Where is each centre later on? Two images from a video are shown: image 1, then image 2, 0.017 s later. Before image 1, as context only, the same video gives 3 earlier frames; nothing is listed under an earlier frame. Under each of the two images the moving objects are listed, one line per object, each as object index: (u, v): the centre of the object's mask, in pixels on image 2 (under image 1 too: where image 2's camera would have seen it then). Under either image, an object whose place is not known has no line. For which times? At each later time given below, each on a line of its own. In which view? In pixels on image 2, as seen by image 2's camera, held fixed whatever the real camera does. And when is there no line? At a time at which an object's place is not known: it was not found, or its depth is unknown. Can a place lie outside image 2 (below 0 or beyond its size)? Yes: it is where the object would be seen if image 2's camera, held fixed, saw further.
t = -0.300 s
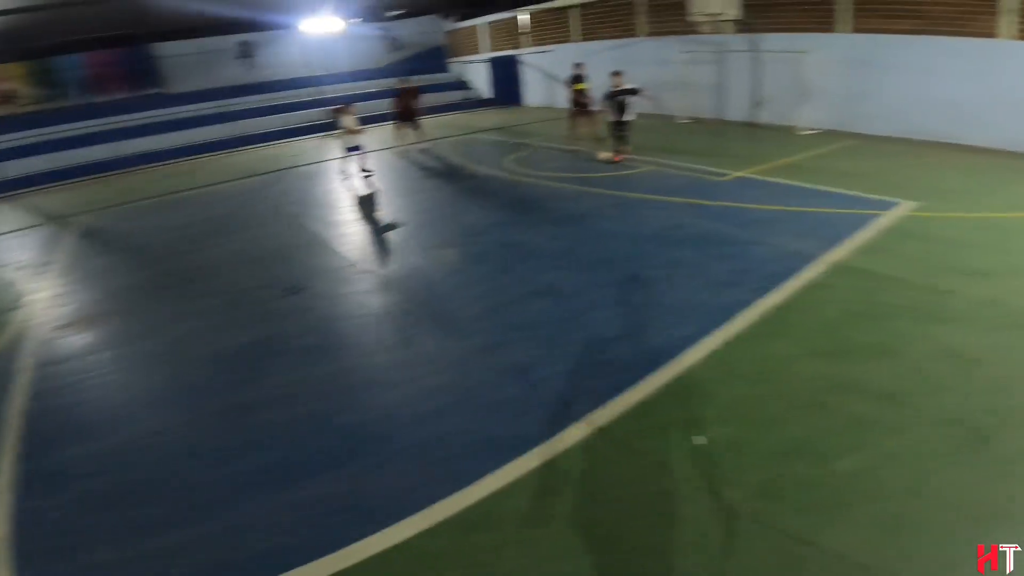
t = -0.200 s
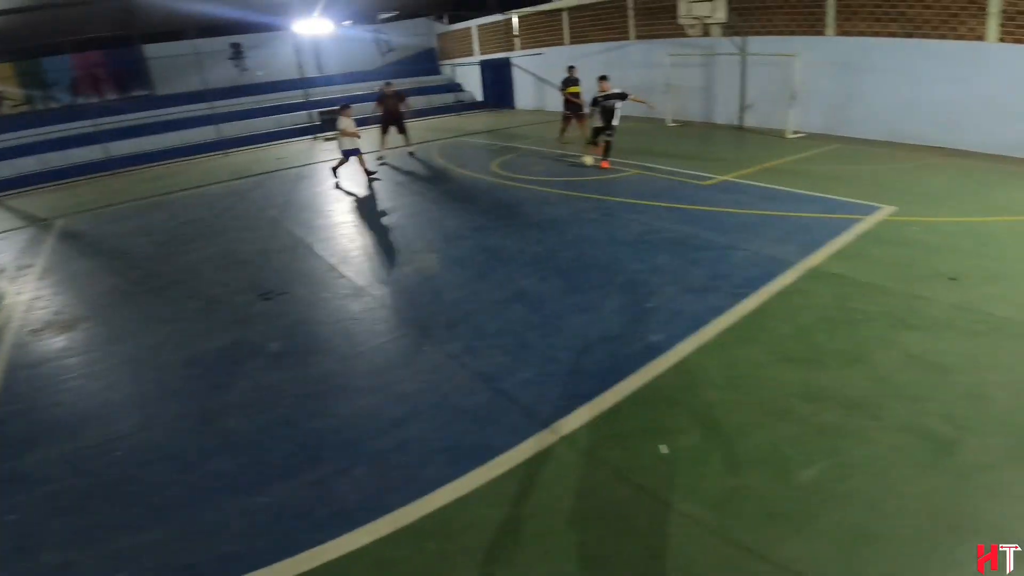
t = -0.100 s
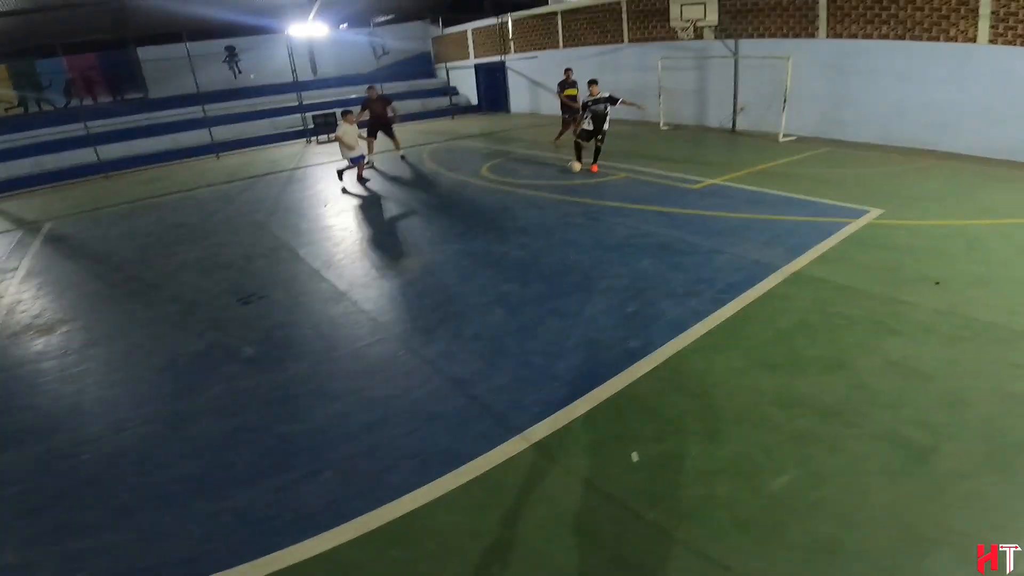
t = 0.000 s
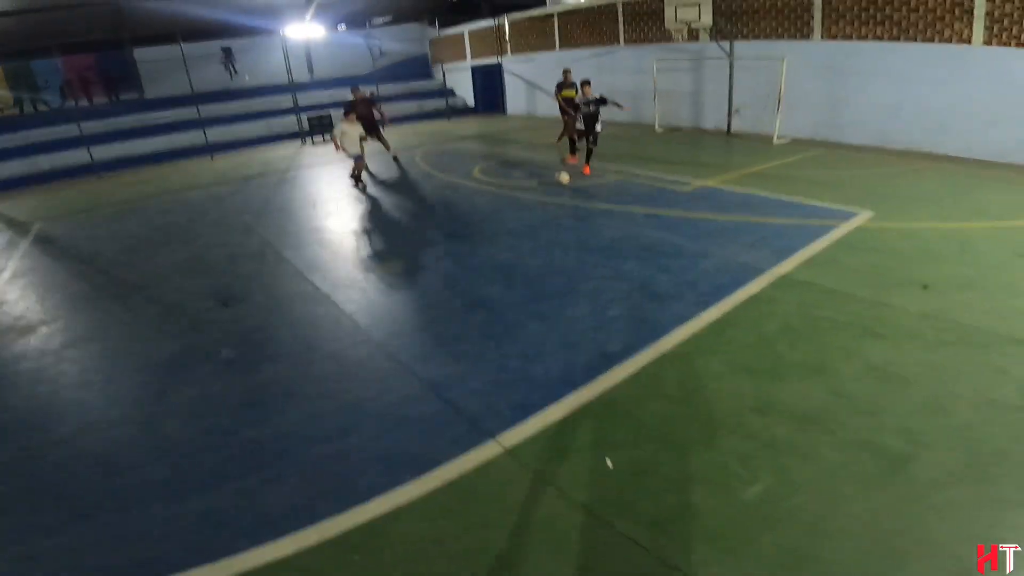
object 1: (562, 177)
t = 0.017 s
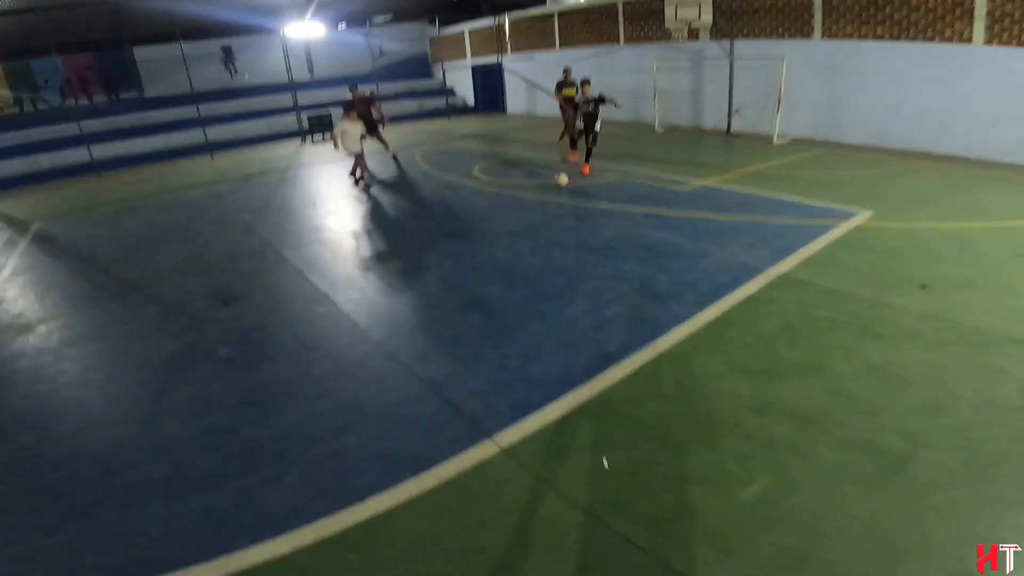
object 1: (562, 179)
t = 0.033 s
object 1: (561, 182)
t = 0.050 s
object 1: (560, 186)
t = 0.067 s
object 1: (559, 189)
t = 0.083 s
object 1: (558, 192)
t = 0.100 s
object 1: (557, 195)
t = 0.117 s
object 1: (556, 199)
